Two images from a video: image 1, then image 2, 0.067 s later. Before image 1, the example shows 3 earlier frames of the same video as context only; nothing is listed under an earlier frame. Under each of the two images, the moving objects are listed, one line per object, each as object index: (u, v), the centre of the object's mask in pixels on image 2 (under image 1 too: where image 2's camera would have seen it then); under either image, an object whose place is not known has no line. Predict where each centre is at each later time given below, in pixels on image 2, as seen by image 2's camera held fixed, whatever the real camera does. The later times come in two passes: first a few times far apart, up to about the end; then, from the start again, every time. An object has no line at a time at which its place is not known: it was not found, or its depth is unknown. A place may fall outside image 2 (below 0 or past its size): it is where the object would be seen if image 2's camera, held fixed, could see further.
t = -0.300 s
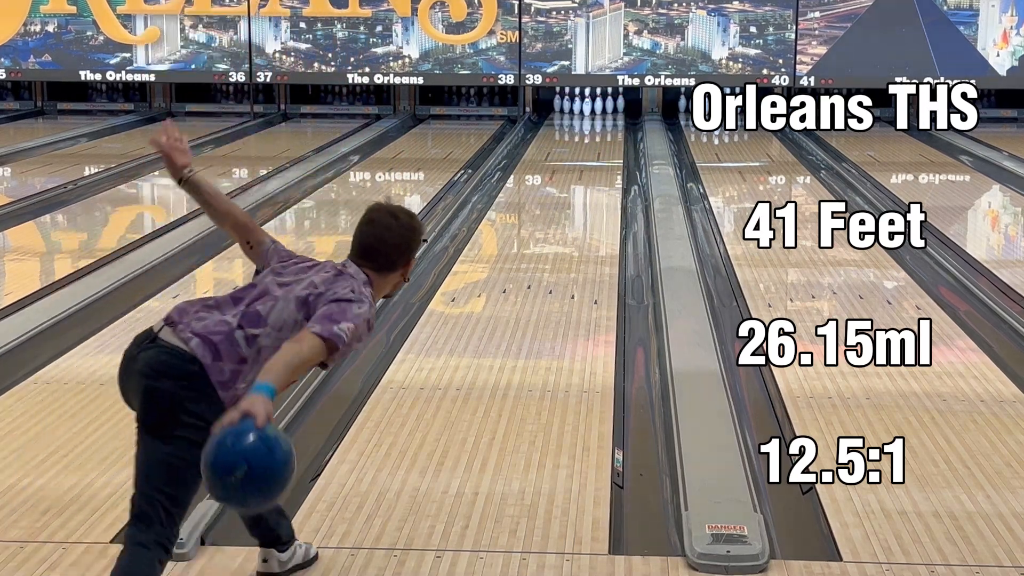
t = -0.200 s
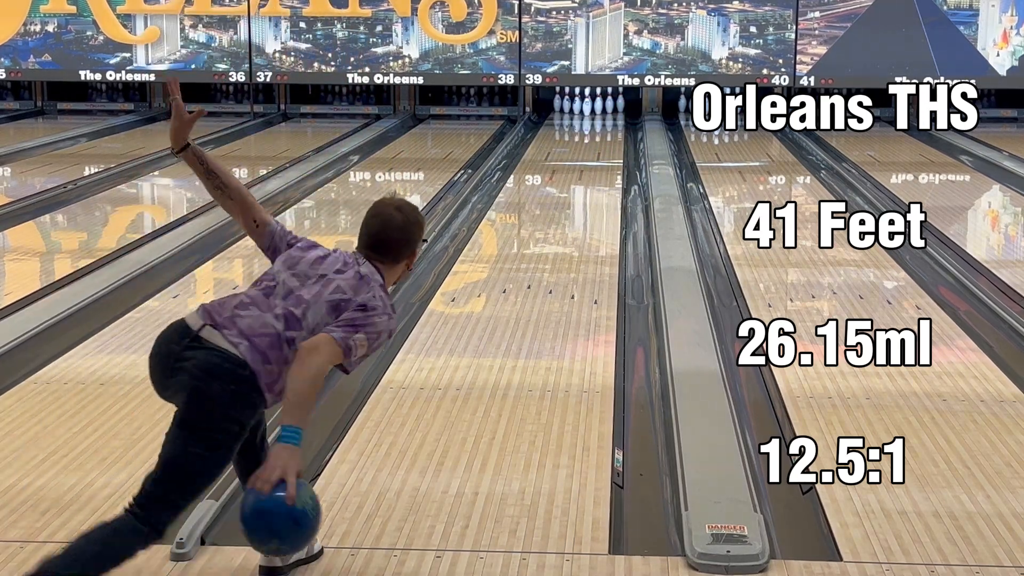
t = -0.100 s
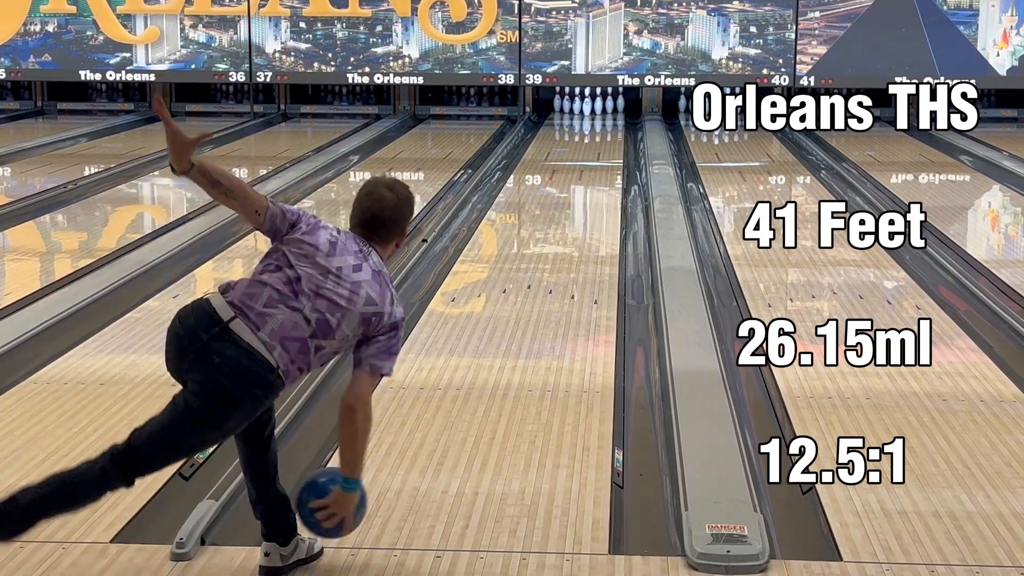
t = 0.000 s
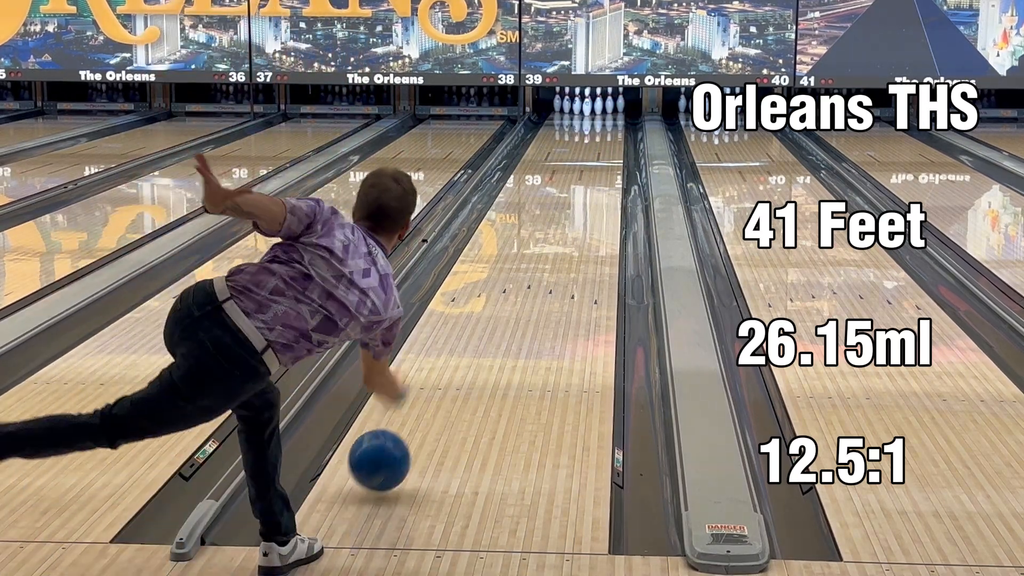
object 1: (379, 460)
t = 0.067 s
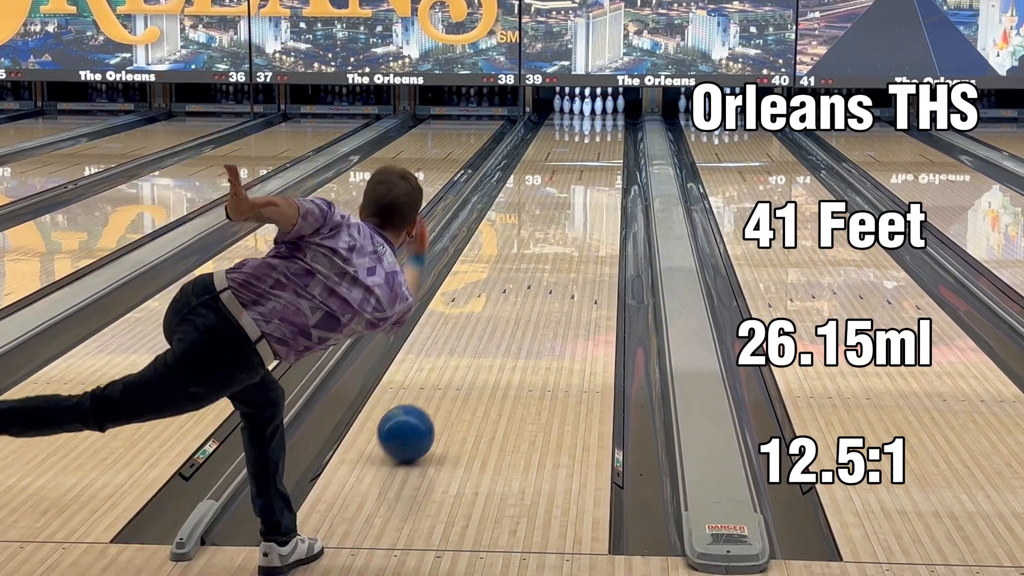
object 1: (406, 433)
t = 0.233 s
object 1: (457, 365)
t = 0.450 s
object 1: (502, 302)
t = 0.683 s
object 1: (536, 255)
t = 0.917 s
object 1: (560, 219)
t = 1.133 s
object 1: (577, 194)
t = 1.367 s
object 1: (591, 173)
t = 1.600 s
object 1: (602, 156)
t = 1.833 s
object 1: (609, 142)
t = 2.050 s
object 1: (610, 131)
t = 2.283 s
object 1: (608, 121)
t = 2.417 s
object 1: (604, 116)
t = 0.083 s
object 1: (412, 425)
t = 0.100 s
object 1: (418, 417)
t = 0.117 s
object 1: (423, 410)
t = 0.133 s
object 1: (429, 403)
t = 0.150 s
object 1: (434, 396)
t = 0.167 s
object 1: (439, 389)
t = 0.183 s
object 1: (443, 383)
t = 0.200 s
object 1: (448, 376)
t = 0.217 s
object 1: (452, 370)
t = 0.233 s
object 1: (457, 365)
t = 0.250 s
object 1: (461, 359)
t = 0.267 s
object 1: (465, 353)
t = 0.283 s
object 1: (469, 348)
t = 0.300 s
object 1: (472, 342)
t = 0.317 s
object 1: (476, 337)
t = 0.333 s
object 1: (480, 332)
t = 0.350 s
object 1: (483, 328)
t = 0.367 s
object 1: (487, 323)
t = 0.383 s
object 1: (490, 318)
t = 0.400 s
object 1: (493, 314)
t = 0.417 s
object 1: (496, 310)
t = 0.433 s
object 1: (499, 306)
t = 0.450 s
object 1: (502, 302)
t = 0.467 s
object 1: (505, 298)
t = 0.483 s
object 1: (508, 294)
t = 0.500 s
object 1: (510, 290)
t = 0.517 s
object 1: (513, 286)
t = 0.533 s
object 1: (516, 283)
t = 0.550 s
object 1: (518, 279)
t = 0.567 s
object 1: (520, 276)
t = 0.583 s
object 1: (523, 273)
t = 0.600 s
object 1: (525, 269)
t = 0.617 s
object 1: (527, 266)
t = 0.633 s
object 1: (530, 263)
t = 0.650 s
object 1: (532, 260)
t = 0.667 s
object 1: (534, 257)
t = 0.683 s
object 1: (536, 255)
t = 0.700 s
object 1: (538, 252)
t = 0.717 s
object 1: (540, 249)
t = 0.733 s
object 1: (542, 246)
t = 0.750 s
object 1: (543, 243)
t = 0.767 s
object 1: (545, 241)
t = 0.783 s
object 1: (547, 238)
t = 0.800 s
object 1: (549, 236)
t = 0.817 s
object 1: (551, 233)
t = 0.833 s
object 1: (552, 231)
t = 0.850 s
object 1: (554, 229)
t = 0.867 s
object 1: (556, 226)
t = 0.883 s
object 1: (557, 224)
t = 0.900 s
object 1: (558, 222)
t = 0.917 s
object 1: (560, 219)
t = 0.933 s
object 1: (562, 217)
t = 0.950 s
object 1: (563, 215)
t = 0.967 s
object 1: (564, 213)
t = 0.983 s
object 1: (566, 211)
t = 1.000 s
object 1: (567, 209)
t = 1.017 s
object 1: (569, 207)
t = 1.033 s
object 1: (570, 205)
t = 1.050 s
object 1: (571, 203)
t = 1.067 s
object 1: (572, 201)
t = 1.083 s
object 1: (574, 200)
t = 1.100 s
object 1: (575, 198)
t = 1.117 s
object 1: (576, 196)
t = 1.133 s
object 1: (577, 194)
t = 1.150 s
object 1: (578, 193)
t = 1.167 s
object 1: (579, 191)
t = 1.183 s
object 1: (580, 189)
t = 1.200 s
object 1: (582, 188)
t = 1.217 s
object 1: (583, 186)
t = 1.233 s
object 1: (584, 185)
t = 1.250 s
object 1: (585, 183)
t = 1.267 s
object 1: (586, 182)
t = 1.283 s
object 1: (587, 180)
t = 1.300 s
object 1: (588, 178)
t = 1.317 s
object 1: (589, 177)
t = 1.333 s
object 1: (589, 176)
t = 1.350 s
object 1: (590, 175)
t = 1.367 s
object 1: (591, 173)
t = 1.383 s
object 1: (592, 172)
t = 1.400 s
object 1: (593, 170)
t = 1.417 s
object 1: (594, 169)
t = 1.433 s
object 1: (595, 168)
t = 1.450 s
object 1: (595, 166)
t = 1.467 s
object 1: (596, 165)
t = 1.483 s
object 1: (597, 164)
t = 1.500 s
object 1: (597, 163)
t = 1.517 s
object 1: (598, 162)
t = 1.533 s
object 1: (599, 160)
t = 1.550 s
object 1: (600, 159)
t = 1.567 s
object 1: (601, 158)
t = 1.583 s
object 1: (601, 157)
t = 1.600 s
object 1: (602, 156)
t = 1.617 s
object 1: (602, 155)
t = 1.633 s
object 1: (603, 154)
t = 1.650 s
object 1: (604, 153)
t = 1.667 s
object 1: (604, 152)
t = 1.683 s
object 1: (605, 151)
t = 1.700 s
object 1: (605, 150)
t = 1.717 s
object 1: (606, 149)
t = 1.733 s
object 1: (607, 148)
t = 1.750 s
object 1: (607, 147)
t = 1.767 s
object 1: (607, 146)
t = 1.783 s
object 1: (608, 145)
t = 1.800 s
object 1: (608, 144)
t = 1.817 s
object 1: (609, 143)
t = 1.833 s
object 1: (609, 142)
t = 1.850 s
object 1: (609, 141)
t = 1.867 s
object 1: (609, 140)
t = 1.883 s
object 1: (610, 139)
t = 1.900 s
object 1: (610, 139)
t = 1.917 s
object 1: (610, 138)
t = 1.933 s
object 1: (611, 137)
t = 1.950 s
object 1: (610, 136)
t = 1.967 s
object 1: (610, 135)
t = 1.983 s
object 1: (610, 134)
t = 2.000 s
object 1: (610, 133)
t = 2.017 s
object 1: (611, 132)
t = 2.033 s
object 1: (611, 131)
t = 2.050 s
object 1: (610, 131)
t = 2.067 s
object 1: (611, 130)
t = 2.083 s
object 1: (611, 129)
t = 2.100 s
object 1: (611, 129)
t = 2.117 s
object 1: (610, 128)
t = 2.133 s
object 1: (610, 127)
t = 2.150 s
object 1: (610, 126)
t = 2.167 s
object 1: (610, 126)
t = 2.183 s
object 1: (610, 125)
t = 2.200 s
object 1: (609, 124)
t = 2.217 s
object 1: (609, 124)
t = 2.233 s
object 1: (609, 123)
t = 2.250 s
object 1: (608, 123)
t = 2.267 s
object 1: (608, 122)
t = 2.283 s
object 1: (608, 121)
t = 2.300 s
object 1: (608, 121)
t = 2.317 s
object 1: (607, 120)
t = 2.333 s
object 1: (607, 120)
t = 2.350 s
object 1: (606, 119)
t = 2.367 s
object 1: (606, 118)
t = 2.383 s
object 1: (605, 117)
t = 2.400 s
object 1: (605, 117)
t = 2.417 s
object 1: (604, 116)
